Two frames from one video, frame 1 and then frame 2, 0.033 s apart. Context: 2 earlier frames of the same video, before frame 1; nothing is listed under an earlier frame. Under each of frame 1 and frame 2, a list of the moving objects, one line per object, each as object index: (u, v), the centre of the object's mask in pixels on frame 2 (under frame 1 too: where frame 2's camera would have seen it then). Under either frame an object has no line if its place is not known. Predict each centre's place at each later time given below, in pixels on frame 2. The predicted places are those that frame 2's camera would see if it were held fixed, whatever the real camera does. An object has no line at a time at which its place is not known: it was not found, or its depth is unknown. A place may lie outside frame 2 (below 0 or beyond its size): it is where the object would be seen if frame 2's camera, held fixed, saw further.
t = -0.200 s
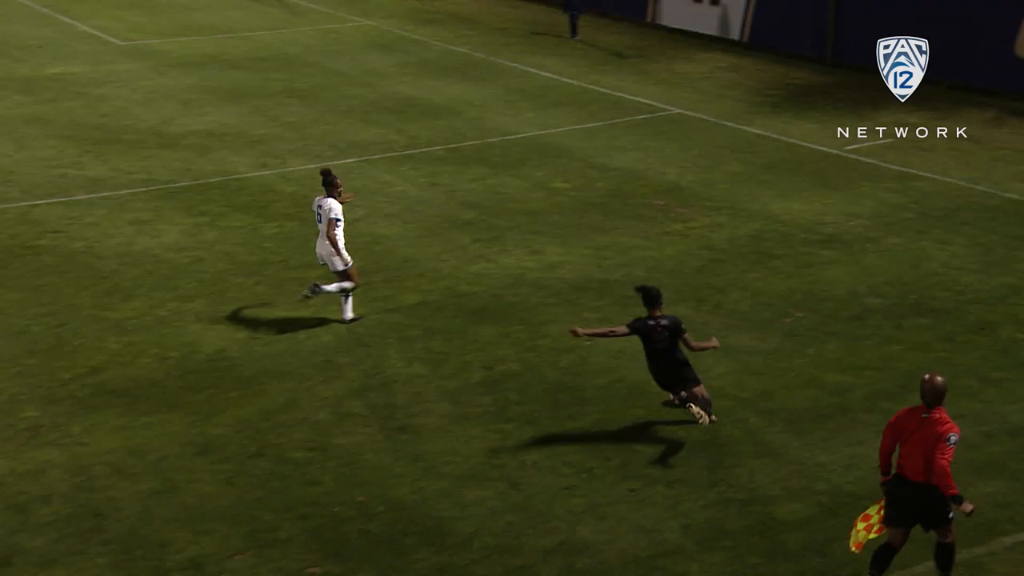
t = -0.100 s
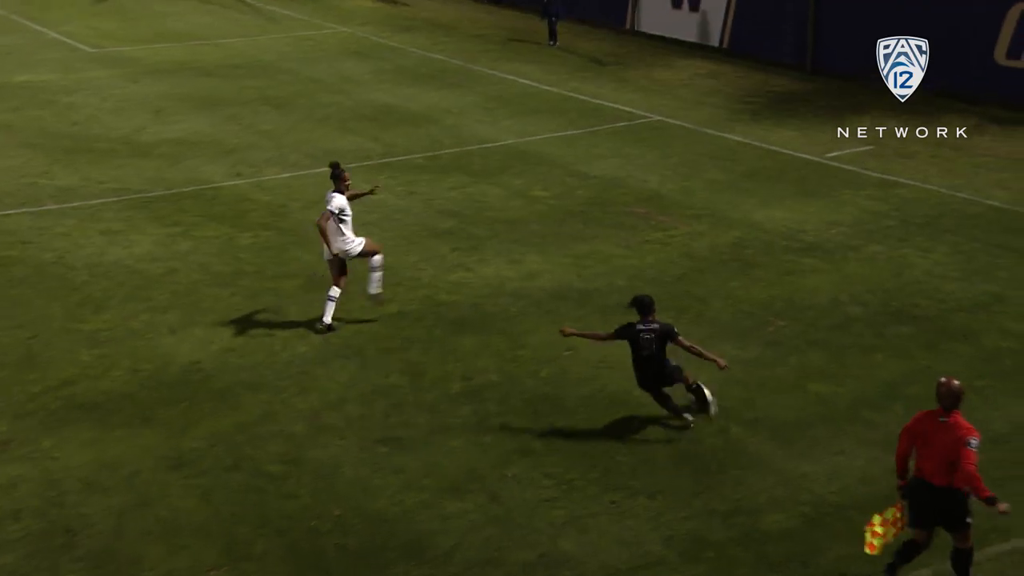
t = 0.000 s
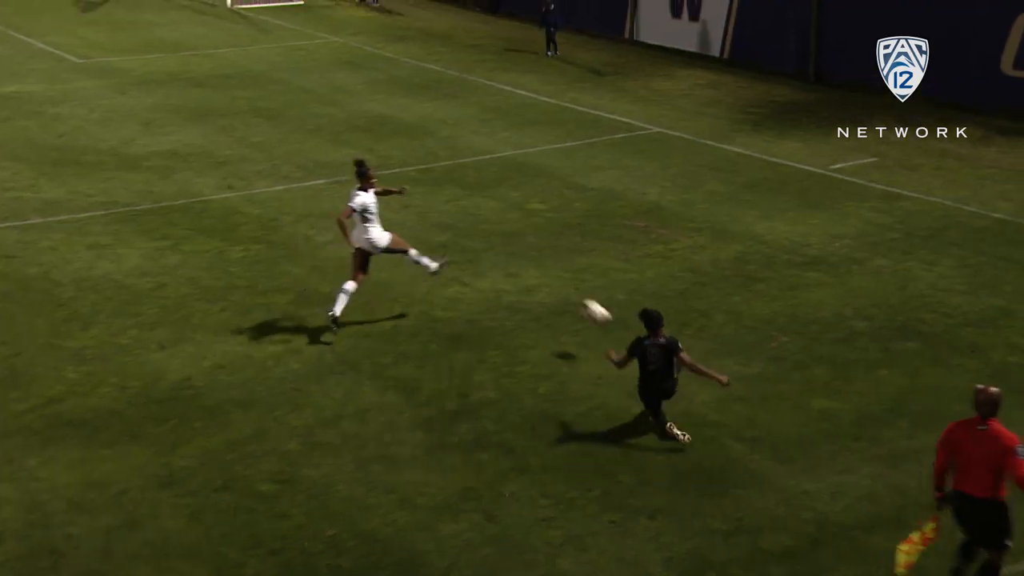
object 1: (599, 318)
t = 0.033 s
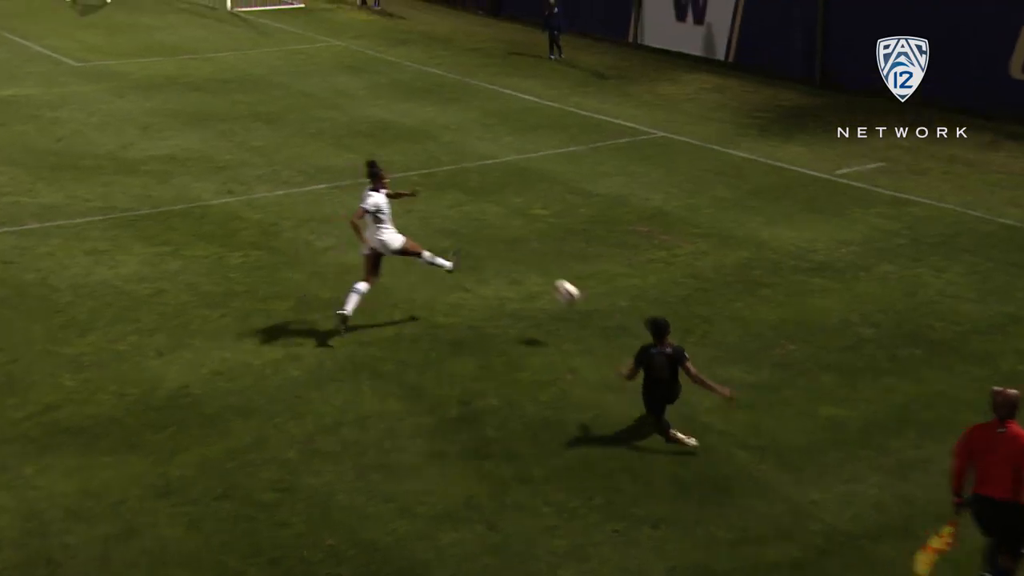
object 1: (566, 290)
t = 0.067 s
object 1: (536, 266)
